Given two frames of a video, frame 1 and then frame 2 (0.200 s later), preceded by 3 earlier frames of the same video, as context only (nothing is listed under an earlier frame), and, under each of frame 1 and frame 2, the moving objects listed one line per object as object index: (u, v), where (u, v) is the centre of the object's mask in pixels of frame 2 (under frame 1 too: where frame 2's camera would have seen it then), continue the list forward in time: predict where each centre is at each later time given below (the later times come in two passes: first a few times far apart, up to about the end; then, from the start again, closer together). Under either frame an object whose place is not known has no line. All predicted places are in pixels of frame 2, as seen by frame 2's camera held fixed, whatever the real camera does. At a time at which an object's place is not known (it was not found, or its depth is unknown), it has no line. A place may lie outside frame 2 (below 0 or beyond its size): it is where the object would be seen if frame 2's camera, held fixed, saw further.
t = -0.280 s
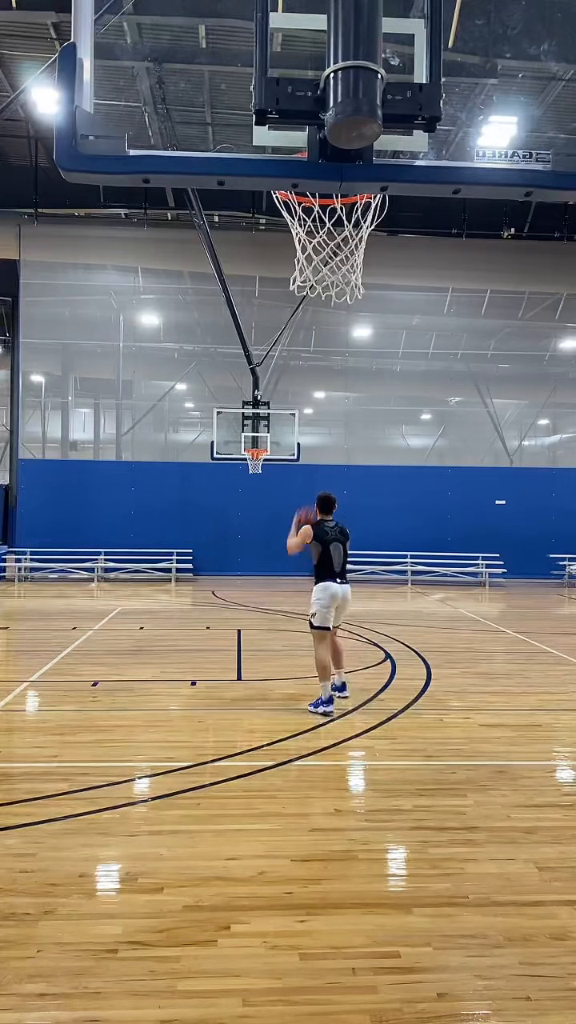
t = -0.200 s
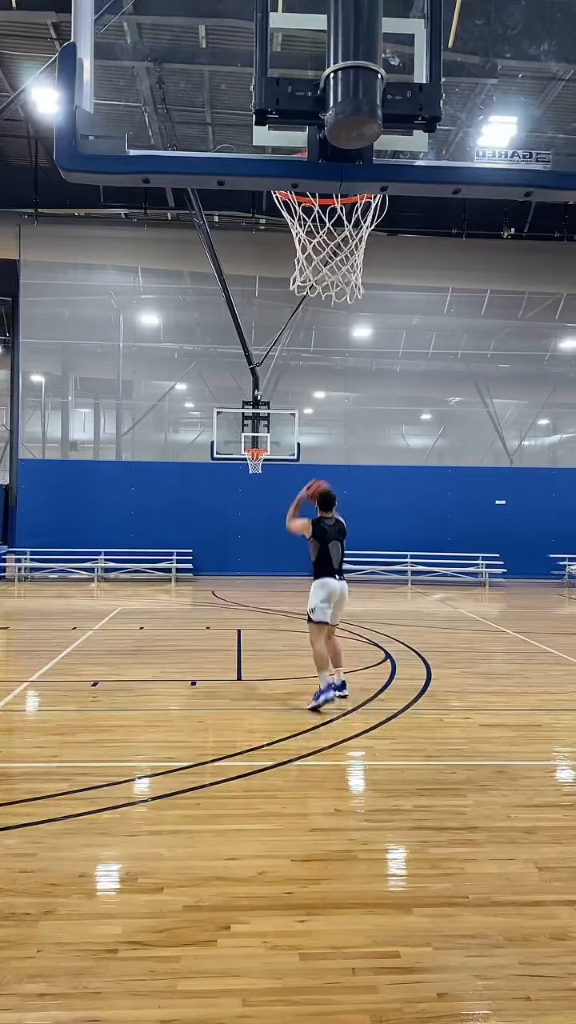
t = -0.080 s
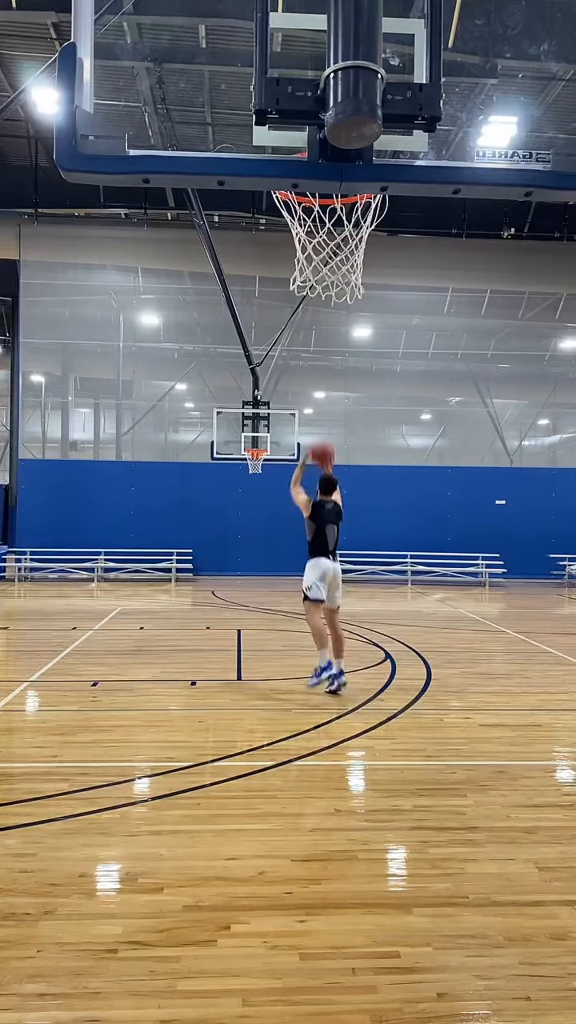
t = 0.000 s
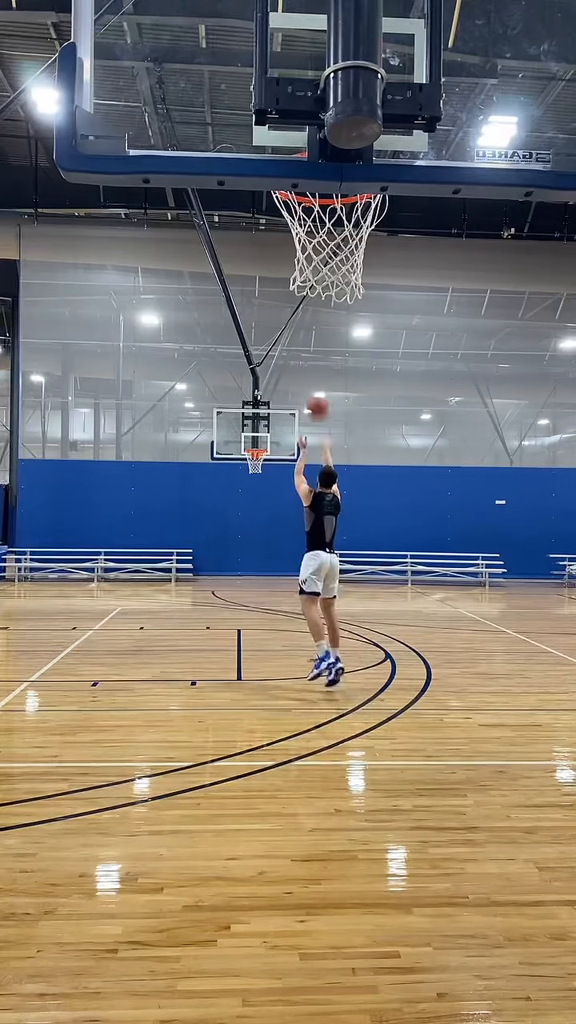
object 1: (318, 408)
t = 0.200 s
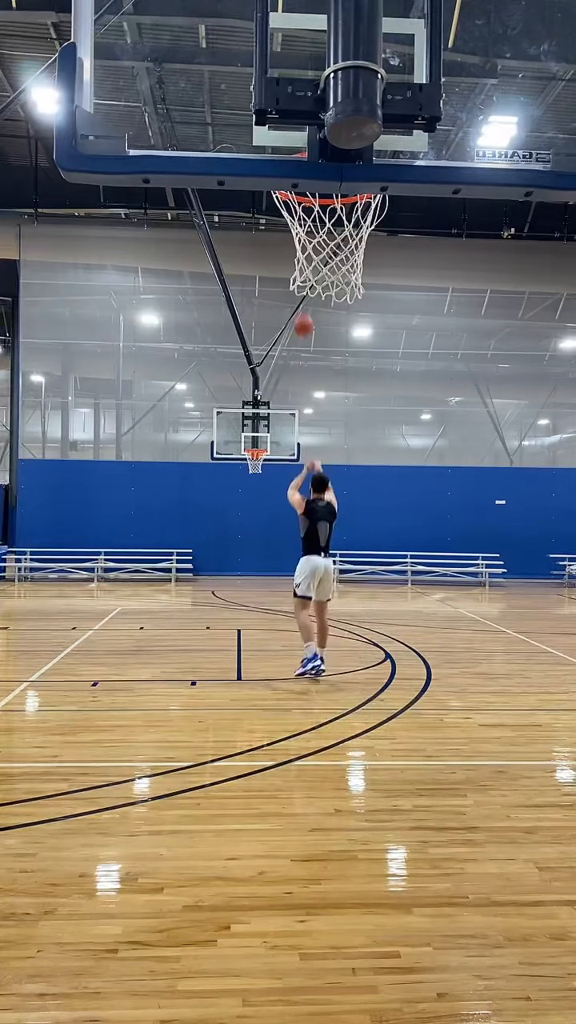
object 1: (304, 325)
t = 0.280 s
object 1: (299, 307)
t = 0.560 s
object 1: (286, 289)
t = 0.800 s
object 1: (277, 313)
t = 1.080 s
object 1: (268, 371)
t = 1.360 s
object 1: (260, 445)
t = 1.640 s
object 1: (258, 452)
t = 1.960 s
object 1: (247, 469)
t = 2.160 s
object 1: (243, 492)
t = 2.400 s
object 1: (238, 545)
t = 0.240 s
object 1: (301, 316)
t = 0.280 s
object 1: (299, 307)
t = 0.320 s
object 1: (297, 301)
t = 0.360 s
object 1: (295, 296)
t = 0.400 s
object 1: (294, 292)
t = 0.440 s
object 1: (290, 290)
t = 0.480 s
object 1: (288, 289)
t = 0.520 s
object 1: (286, 288)
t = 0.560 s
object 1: (286, 289)
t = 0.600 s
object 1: (284, 291)
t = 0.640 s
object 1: (282, 294)
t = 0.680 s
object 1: (281, 298)
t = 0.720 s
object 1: (280, 302)
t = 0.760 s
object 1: (278, 307)
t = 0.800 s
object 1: (277, 313)
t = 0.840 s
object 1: (275, 320)
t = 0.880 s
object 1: (274, 327)
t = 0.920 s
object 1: (273, 334)
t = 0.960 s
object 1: (272, 343)
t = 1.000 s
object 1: (270, 352)
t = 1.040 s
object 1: (269, 362)
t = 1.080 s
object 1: (268, 371)
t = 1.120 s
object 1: (267, 382)
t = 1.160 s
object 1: (266, 393)
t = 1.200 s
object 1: (264, 404)
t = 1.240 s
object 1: (263, 416)
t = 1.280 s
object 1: (262, 426)
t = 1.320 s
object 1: (261, 442)
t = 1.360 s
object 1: (260, 445)
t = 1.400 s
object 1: (257, 447)
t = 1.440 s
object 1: (252, 447)
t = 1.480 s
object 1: (252, 447)
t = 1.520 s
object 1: (252, 447)
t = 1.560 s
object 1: (257, 447)
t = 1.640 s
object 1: (258, 452)
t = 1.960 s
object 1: (247, 469)
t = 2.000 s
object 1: (246, 472)
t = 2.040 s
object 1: (246, 476)
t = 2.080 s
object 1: (245, 480)
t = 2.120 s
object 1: (244, 486)
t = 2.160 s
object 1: (243, 492)
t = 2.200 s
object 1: (242, 499)
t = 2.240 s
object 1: (242, 507)
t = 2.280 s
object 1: (241, 516)
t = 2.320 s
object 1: (240, 525)
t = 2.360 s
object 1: (239, 535)
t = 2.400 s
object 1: (238, 545)
